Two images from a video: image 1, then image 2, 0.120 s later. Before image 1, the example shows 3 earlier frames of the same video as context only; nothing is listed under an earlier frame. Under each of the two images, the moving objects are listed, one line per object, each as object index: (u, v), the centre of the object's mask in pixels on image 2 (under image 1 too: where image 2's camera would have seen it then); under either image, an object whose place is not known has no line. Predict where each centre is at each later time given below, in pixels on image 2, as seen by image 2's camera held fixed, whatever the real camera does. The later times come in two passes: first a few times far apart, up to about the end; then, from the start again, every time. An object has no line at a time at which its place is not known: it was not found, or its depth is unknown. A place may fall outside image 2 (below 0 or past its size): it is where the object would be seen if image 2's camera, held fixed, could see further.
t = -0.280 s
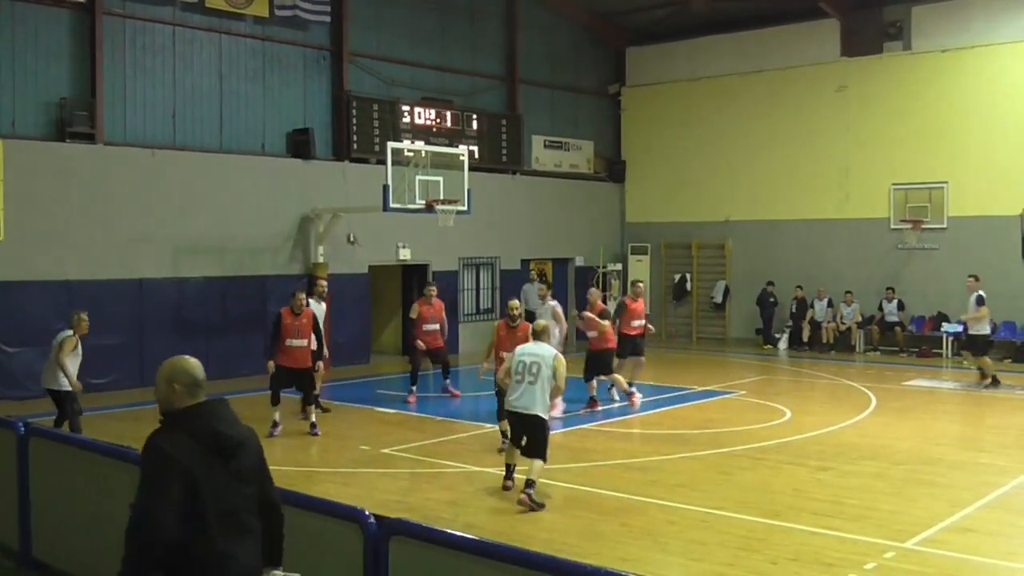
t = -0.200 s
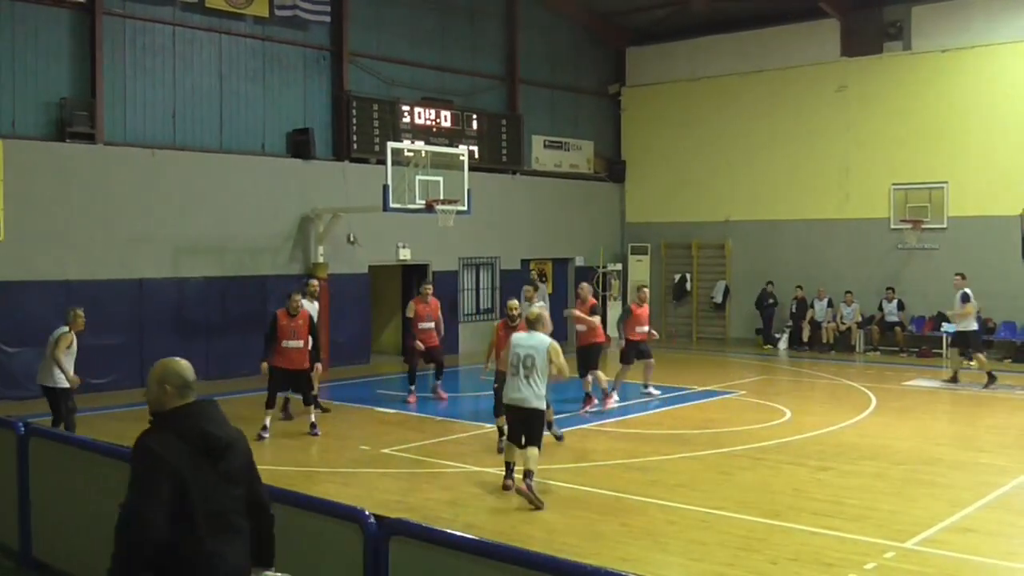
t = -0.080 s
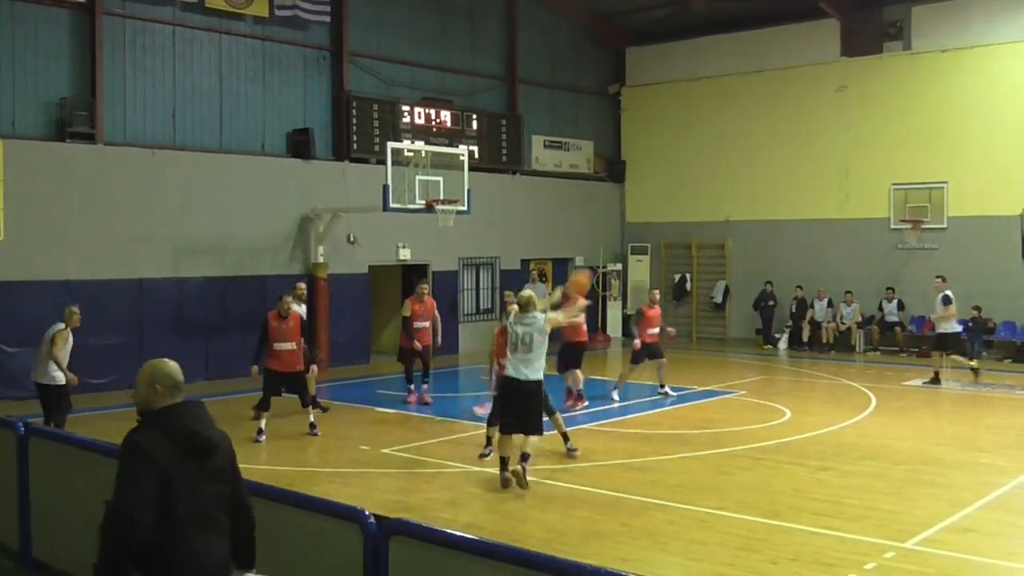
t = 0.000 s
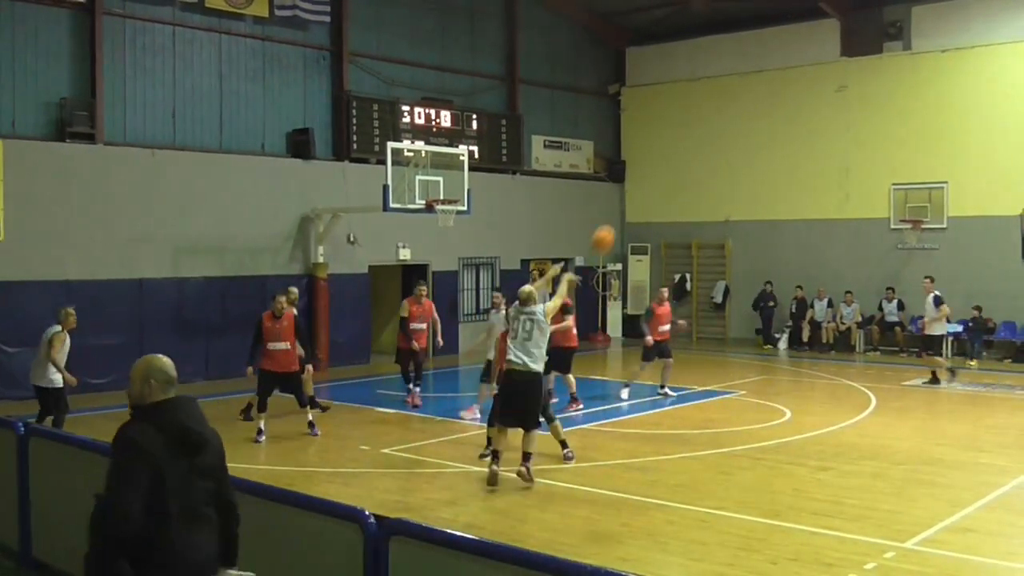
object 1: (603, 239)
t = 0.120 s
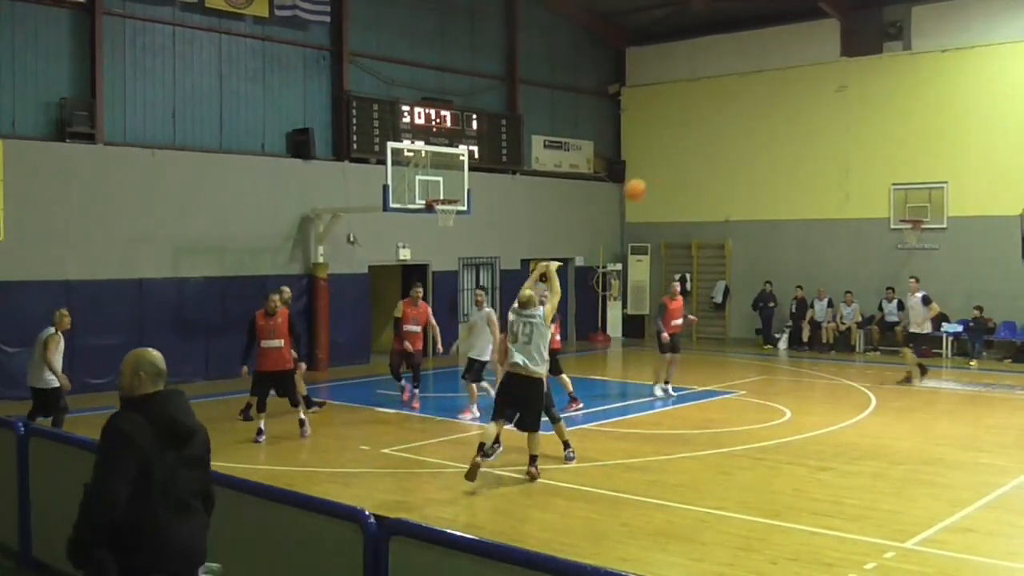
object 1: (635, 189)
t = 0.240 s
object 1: (664, 158)
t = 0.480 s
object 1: (711, 136)
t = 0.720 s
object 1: (749, 156)
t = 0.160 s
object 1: (646, 177)
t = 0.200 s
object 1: (655, 167)
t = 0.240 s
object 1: (664, 158)
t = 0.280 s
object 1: (673, 151)
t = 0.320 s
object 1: (680, 145)
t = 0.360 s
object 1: (689, 141)
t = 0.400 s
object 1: (697, 138)
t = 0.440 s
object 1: (704, 137)
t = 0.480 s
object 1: (711, 136)
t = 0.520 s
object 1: (718, 137)
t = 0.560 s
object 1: (725, 139)
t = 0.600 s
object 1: (731, 142)
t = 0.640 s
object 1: (737, 145)
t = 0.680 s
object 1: (743, 150)
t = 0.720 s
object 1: (749, 156)
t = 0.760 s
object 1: (754, 162)
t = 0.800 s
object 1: (760, 169)
